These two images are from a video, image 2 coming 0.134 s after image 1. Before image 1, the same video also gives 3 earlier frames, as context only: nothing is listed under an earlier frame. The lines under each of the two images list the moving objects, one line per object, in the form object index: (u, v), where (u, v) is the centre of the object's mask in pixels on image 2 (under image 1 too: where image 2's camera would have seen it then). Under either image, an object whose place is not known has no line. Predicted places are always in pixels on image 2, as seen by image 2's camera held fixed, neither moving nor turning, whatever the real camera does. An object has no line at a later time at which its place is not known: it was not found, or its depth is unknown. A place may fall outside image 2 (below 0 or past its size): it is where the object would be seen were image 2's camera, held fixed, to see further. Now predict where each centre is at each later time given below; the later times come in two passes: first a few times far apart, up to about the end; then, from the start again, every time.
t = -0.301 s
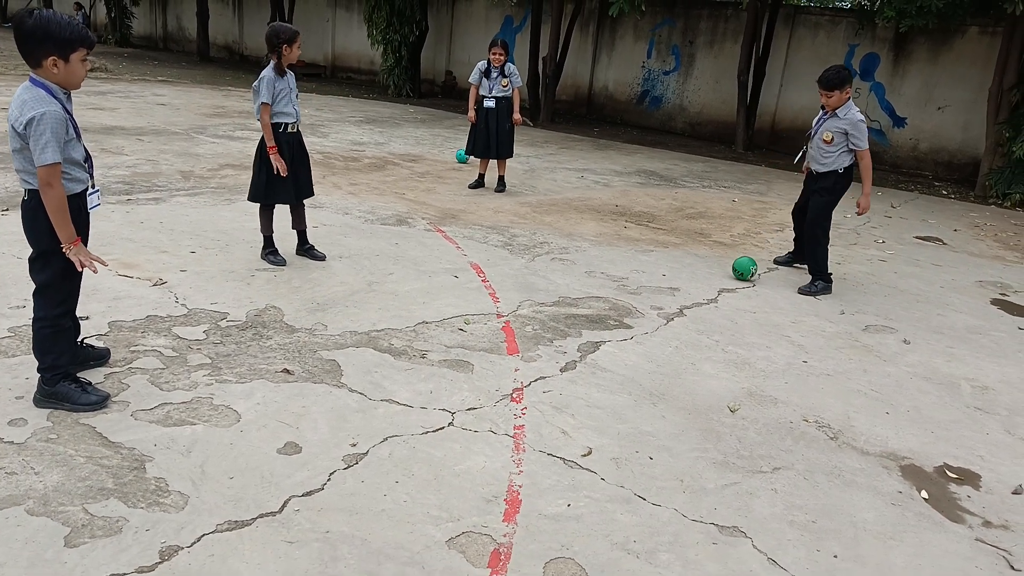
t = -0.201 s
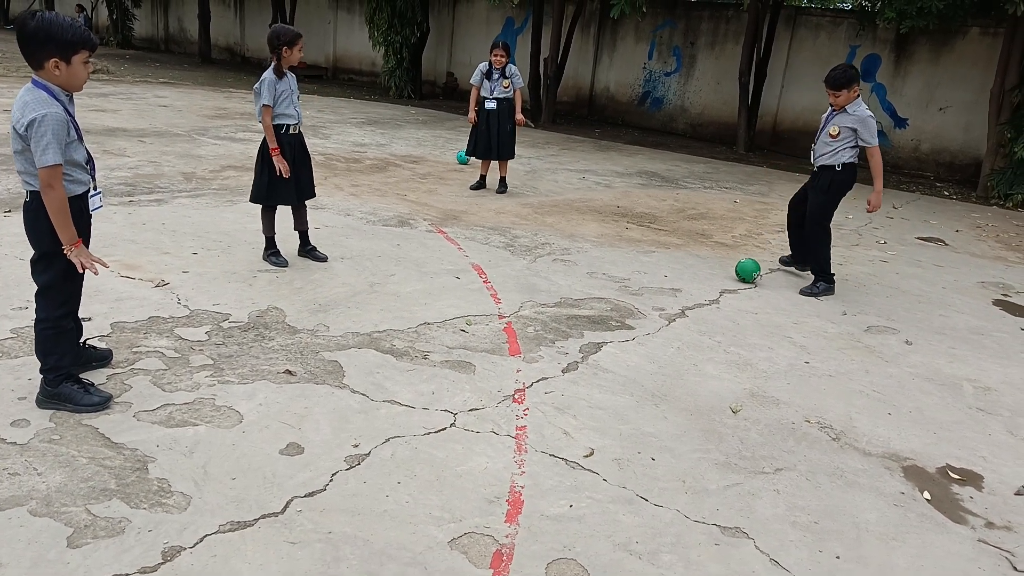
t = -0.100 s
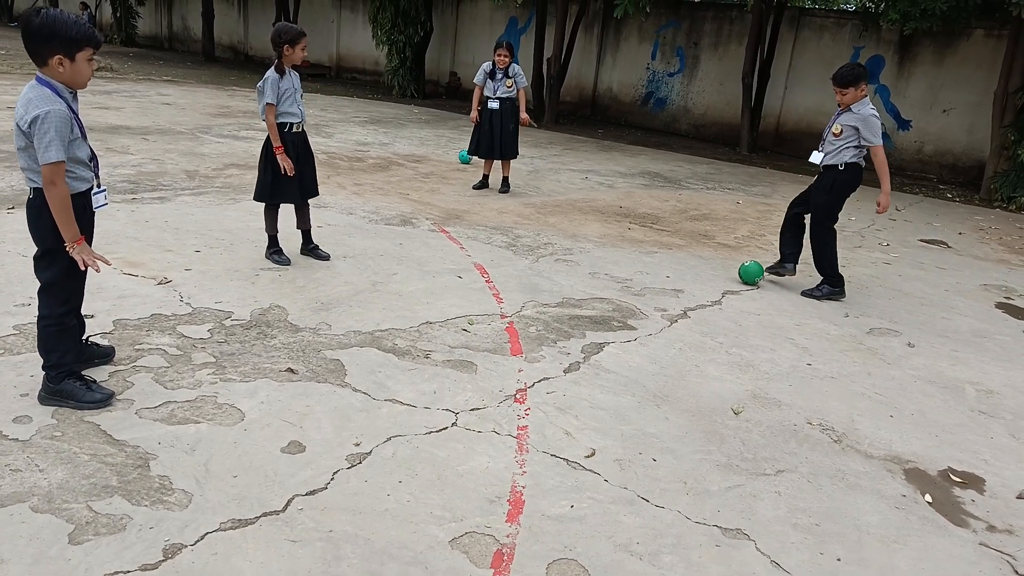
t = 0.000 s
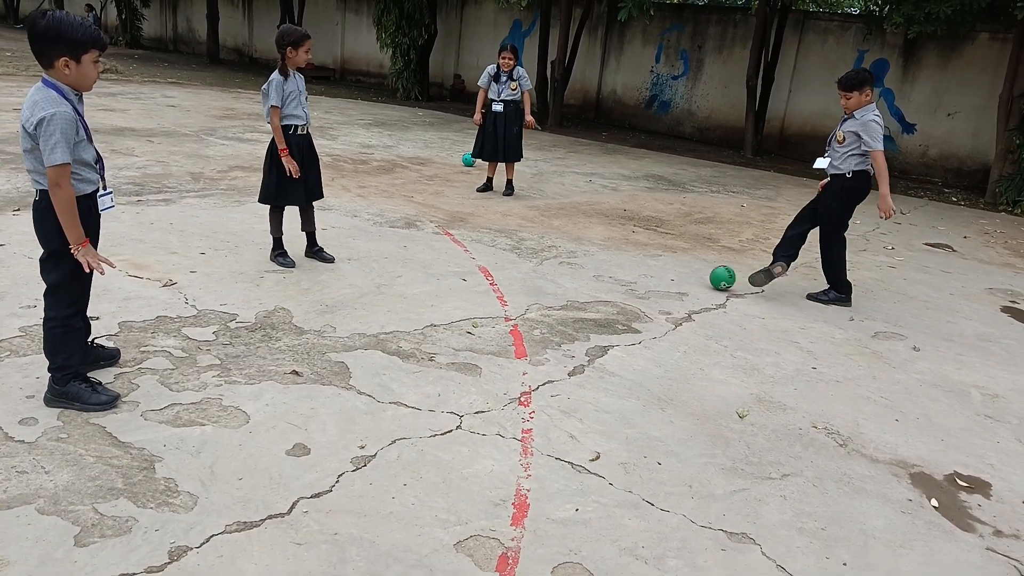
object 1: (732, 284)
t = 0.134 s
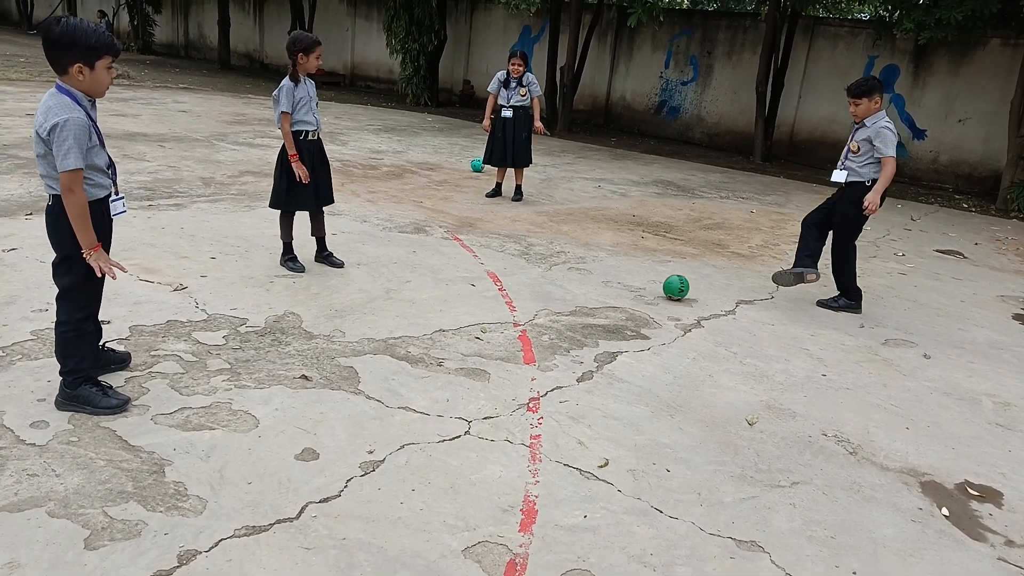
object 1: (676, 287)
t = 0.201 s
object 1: (650, 288)
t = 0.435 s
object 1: (566, 291)
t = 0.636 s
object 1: (487, 294)
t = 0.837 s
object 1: (404, 296)
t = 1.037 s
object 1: (317, 300)
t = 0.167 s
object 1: (663, 288)
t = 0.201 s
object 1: (650, 288)
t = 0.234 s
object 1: (639, 288)
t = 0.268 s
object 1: (628, 288)
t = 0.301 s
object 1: (616, 289)
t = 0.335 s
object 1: (604, 290)
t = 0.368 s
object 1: (591, 290)
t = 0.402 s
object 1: (578, 290)
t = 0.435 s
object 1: (566, 291)
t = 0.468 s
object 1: (554, 291)
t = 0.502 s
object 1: (541, 292)
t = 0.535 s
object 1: (528, 293)
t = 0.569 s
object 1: (514, 293)
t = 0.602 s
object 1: (500, 294)
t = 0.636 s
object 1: (487, 294)
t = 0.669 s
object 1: (475, 293)
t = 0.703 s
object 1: (462, 294)
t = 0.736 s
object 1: (447, 296)
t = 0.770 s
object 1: (432, 296)
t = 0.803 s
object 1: (417, 298)
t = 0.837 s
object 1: (404, 296)
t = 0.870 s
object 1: (391, 296)
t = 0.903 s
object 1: (377, 297)
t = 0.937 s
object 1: (363, 299)
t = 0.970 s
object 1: (347, 299)
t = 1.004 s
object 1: (331, 298)
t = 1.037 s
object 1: (317, 300)
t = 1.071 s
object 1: (302, 301)
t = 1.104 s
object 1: (287, 301)
